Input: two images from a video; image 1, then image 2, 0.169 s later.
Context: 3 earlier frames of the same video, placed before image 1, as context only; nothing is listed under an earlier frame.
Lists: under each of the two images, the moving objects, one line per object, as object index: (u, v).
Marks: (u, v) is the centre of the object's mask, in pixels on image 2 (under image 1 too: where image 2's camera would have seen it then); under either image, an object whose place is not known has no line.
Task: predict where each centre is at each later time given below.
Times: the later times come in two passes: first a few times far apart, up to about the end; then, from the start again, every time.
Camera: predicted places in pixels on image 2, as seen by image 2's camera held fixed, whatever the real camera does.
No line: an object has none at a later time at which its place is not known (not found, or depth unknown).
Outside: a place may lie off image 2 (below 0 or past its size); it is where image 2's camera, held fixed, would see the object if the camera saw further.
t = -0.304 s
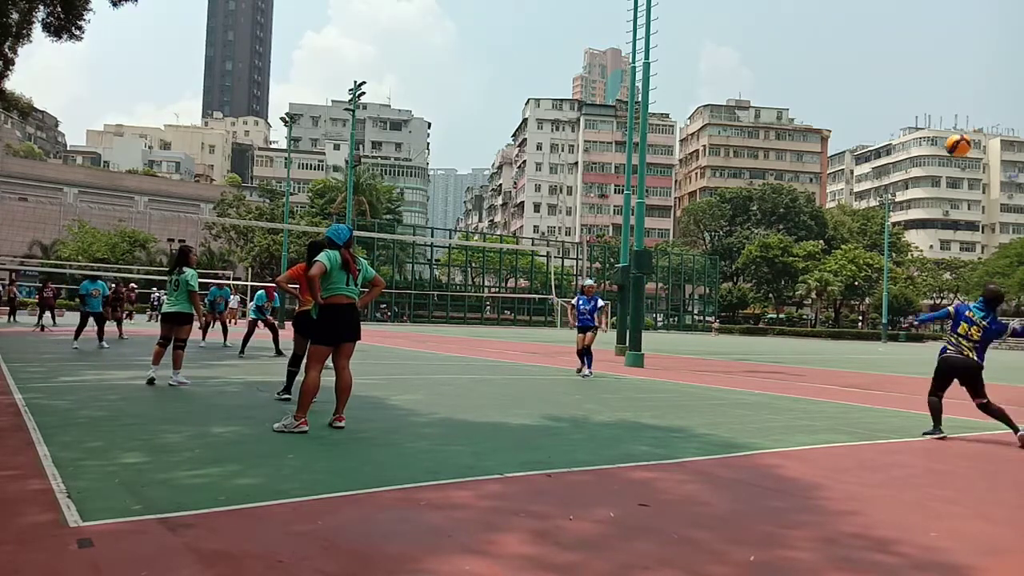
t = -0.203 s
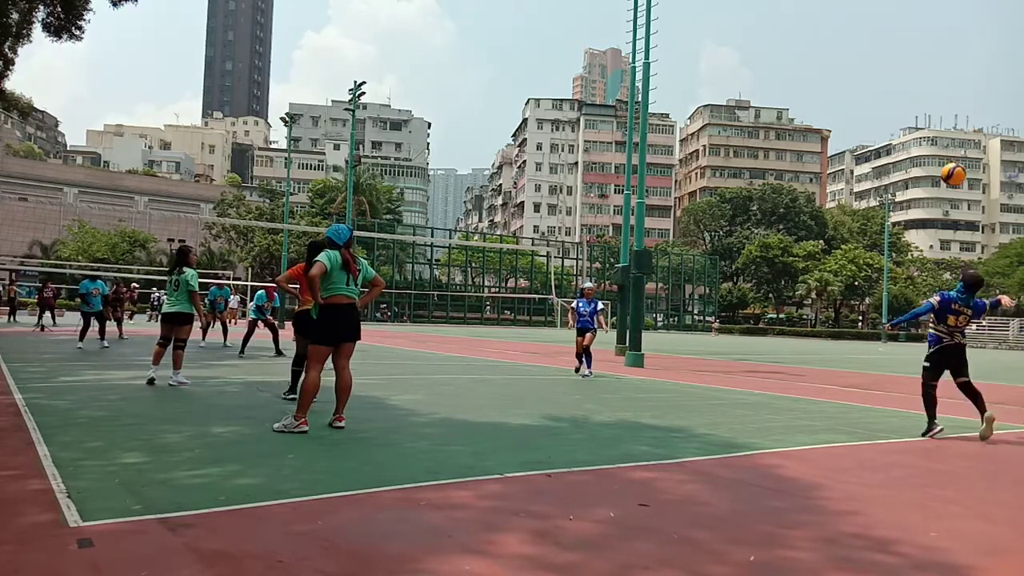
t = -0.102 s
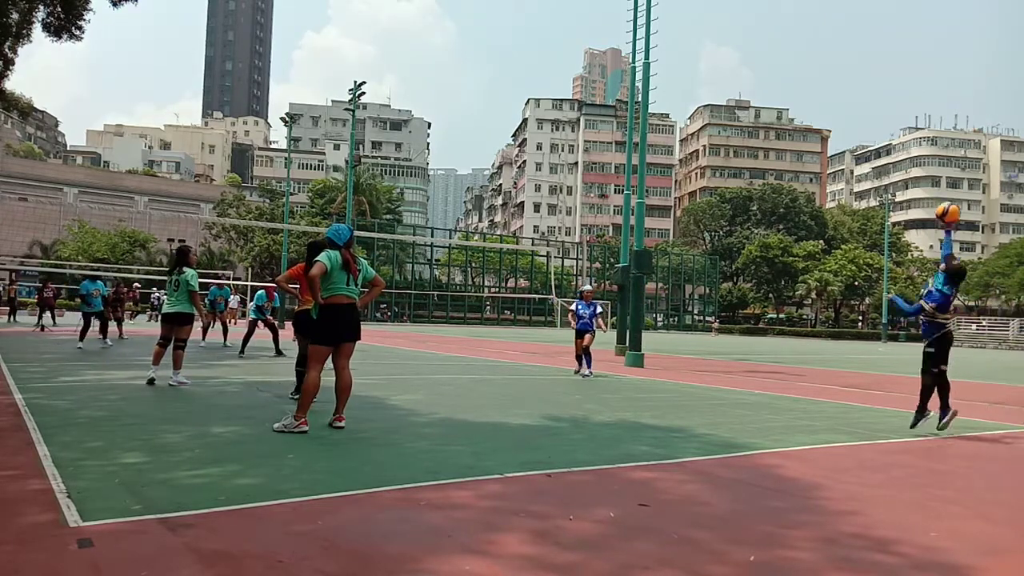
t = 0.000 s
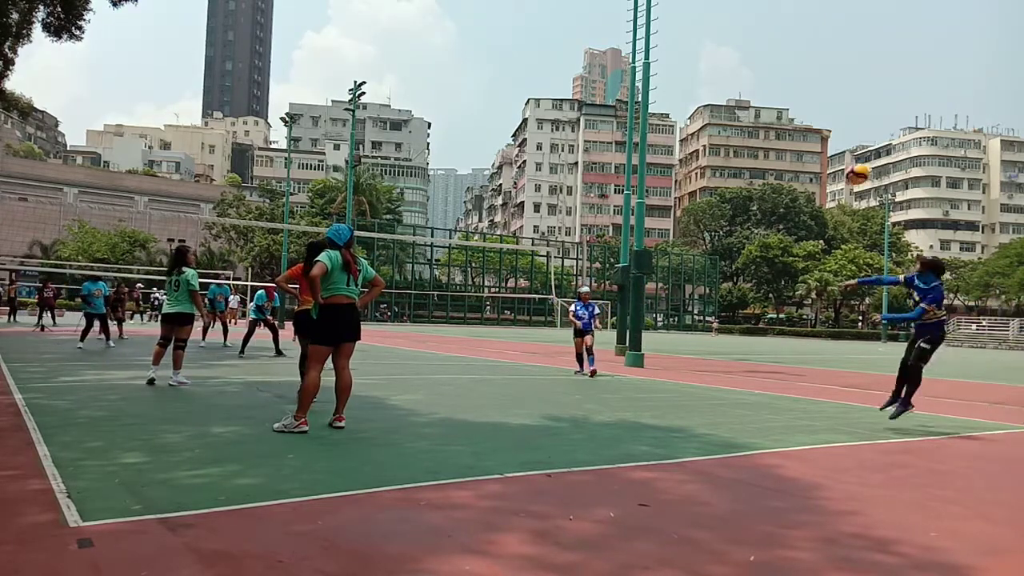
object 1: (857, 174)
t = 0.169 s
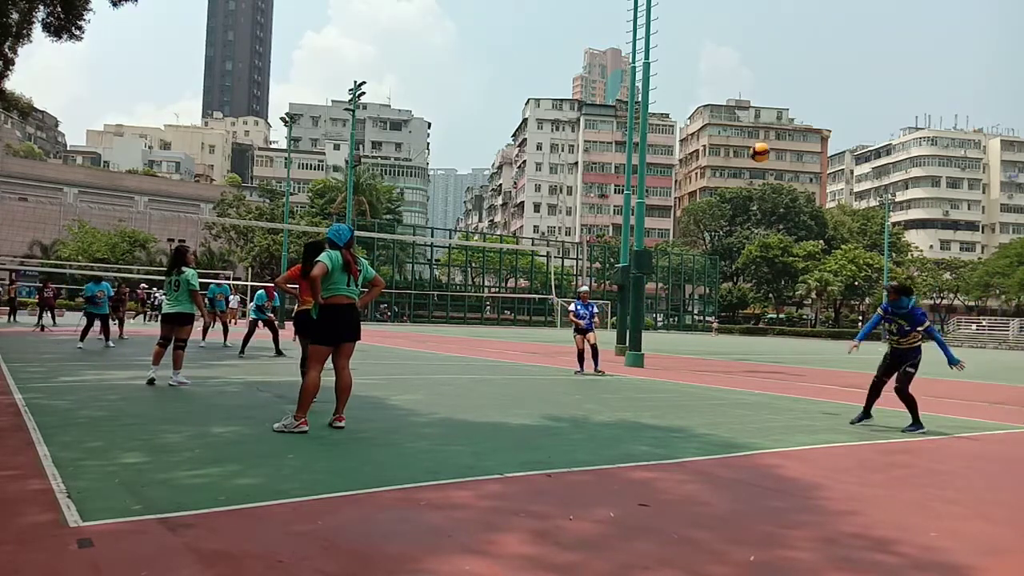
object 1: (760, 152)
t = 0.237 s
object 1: (726, 151)
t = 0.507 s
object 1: (611, 179)
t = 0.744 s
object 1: (531, 237)
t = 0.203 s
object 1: (743, 151)
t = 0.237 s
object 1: (726, 151)
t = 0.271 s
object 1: (709, 152)
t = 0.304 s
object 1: (693, 154)
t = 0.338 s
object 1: (679, 156)
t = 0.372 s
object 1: (665, 160)
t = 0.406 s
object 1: (651, 163)
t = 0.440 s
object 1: (638, 168)
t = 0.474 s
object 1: (624, 173)
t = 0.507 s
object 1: (611, 179)
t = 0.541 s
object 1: (599, 187)
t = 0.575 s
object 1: (587, 193)
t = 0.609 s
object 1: (576, 201)
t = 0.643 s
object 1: (564, 210)
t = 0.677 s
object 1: (552, 218)
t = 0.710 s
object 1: (542, 228)
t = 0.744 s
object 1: (531, 237)
